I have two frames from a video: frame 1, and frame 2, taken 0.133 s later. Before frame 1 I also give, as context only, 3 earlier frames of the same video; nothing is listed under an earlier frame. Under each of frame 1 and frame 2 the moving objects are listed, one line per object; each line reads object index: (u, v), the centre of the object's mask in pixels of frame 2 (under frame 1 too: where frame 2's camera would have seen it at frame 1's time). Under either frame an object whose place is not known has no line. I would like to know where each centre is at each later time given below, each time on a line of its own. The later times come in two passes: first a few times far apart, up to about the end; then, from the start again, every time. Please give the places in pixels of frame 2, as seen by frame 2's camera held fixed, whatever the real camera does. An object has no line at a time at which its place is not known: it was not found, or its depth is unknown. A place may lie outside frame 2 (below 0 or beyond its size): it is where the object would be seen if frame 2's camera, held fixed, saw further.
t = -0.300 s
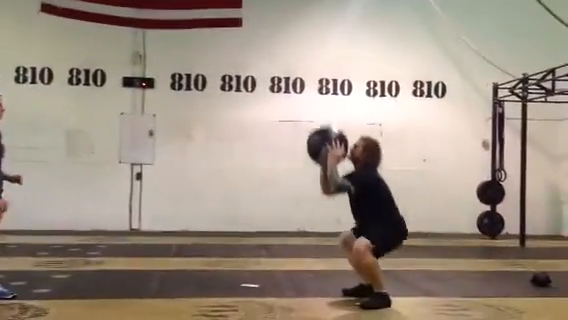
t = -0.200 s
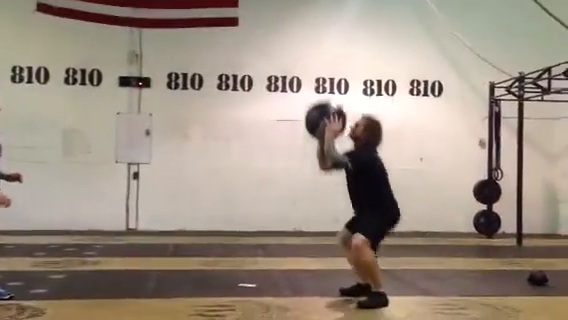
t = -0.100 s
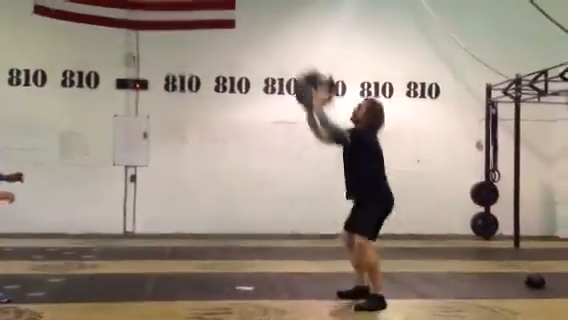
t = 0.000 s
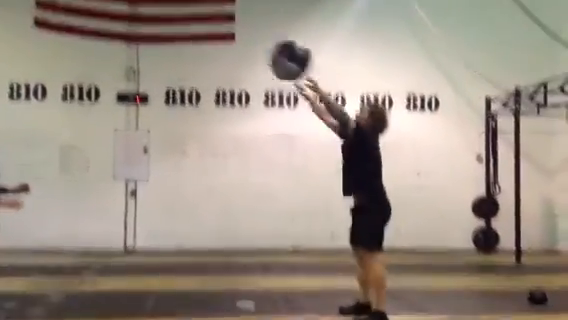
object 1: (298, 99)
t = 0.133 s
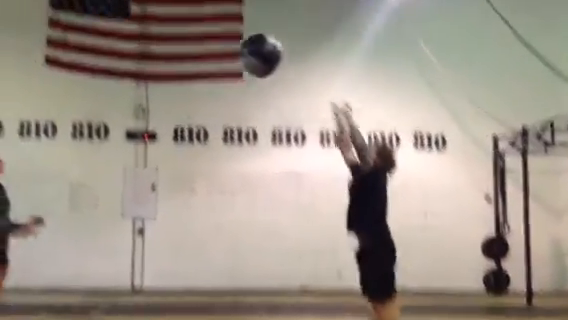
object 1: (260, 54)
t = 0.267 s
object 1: (222, 33)
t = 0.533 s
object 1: (145, 49)
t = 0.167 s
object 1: (252, 47)
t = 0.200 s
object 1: (242, 40)
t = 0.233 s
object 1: (231, 37)
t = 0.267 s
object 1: (222, 33)
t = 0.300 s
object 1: (213, 31)
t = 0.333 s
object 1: (203, 31)
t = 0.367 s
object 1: (194, 31)
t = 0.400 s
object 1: (184, 32)
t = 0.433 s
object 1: (175, 34)
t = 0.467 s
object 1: (165, 39)
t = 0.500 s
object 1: (155, 43)
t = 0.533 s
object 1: (145, 49)
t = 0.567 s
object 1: (135, 59)
